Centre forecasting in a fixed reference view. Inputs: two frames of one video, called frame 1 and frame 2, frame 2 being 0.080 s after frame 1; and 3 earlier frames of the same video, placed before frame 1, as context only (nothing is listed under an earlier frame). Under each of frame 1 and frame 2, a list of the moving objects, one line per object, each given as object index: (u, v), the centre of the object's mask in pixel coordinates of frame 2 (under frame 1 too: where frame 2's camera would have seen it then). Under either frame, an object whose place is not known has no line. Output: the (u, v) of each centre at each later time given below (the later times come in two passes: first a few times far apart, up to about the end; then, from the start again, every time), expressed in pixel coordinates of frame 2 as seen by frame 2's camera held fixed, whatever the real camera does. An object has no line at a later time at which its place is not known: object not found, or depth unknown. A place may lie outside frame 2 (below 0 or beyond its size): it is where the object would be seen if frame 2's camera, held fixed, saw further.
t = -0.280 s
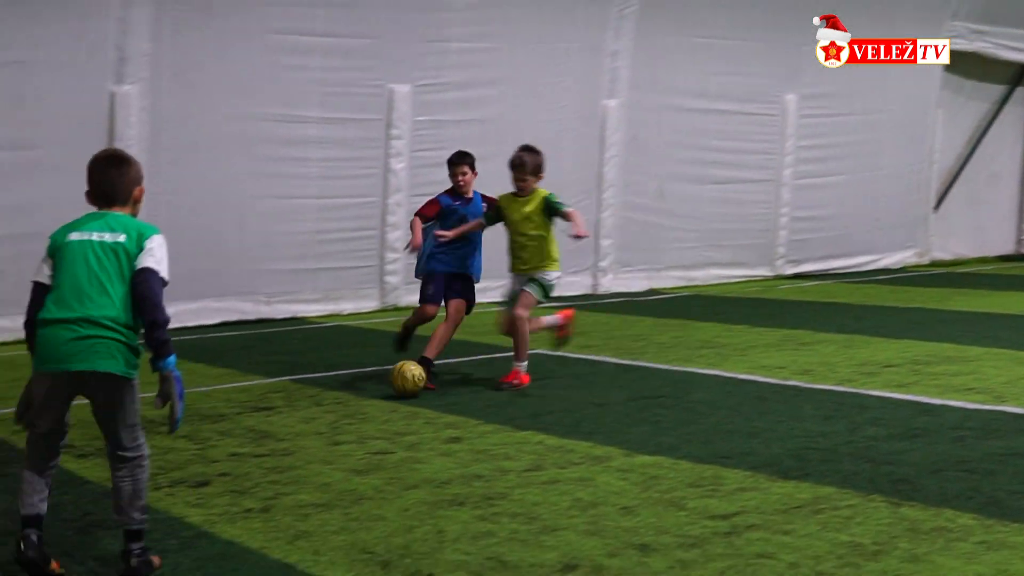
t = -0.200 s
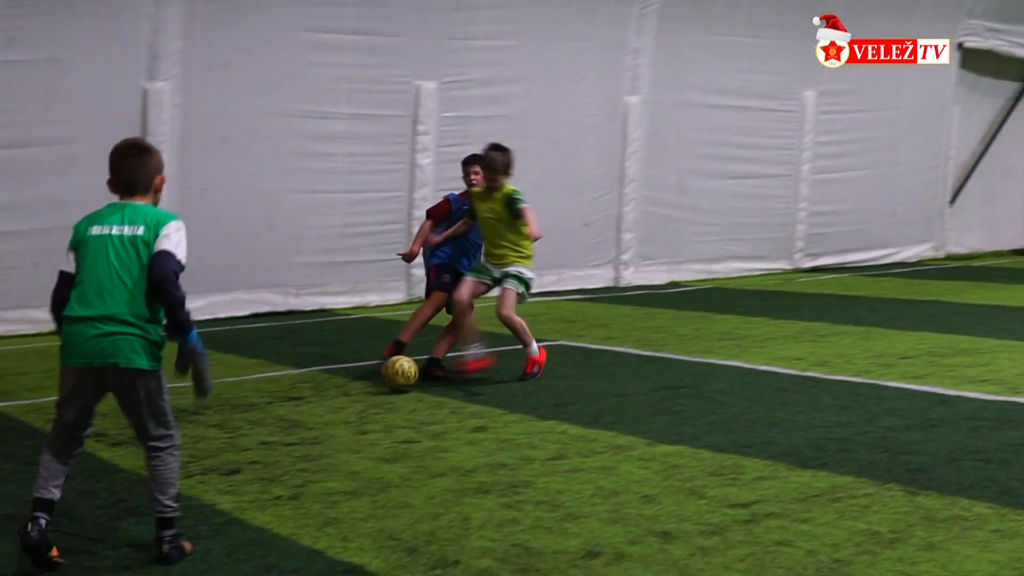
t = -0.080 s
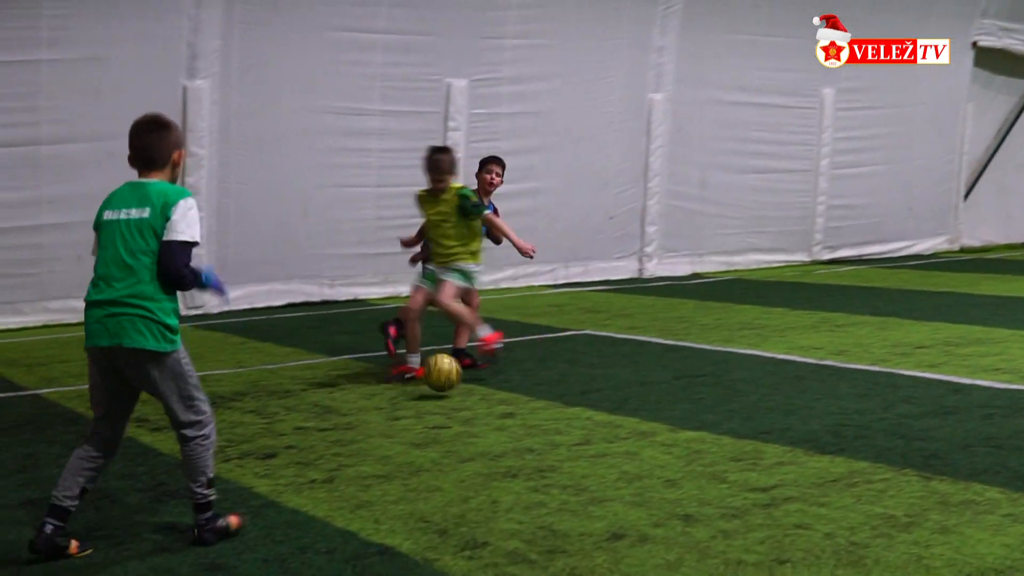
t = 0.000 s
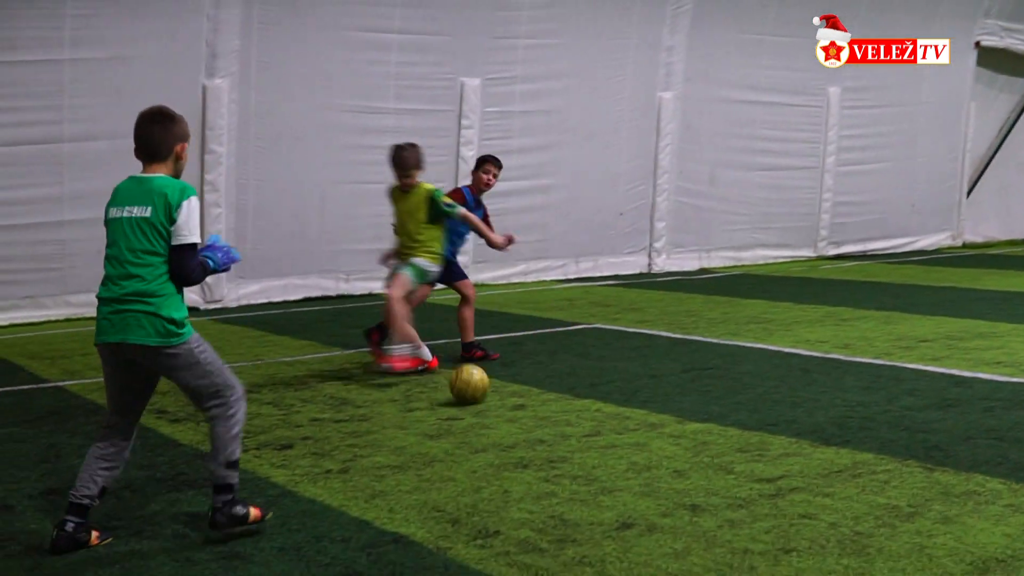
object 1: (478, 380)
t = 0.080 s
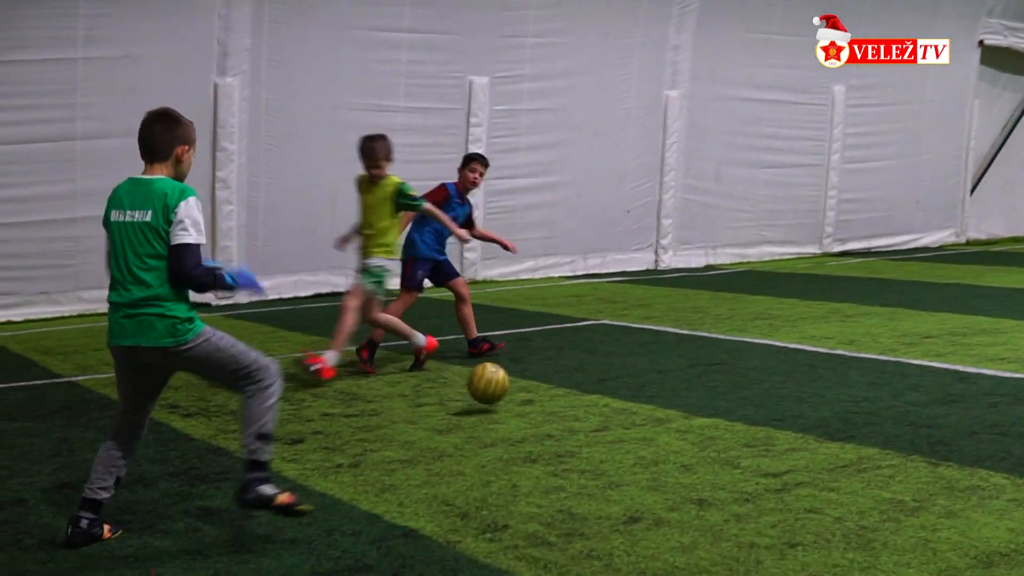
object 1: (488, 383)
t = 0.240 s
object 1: (508, 411)
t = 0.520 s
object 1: (546, 463)
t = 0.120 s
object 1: (493, 388)
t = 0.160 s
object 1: (498, 397)
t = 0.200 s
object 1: (504, 411)
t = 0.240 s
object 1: (508, 411)
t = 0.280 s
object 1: (514, 414)
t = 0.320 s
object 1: (519, 422)
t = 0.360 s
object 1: (524, 434)
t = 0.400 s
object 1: (529, 444)
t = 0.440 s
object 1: (534, 446)
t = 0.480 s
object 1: (540, 452)
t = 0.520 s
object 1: (546, 463)
